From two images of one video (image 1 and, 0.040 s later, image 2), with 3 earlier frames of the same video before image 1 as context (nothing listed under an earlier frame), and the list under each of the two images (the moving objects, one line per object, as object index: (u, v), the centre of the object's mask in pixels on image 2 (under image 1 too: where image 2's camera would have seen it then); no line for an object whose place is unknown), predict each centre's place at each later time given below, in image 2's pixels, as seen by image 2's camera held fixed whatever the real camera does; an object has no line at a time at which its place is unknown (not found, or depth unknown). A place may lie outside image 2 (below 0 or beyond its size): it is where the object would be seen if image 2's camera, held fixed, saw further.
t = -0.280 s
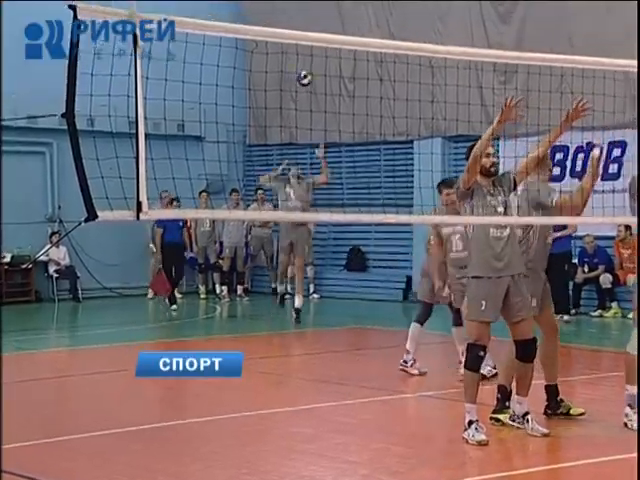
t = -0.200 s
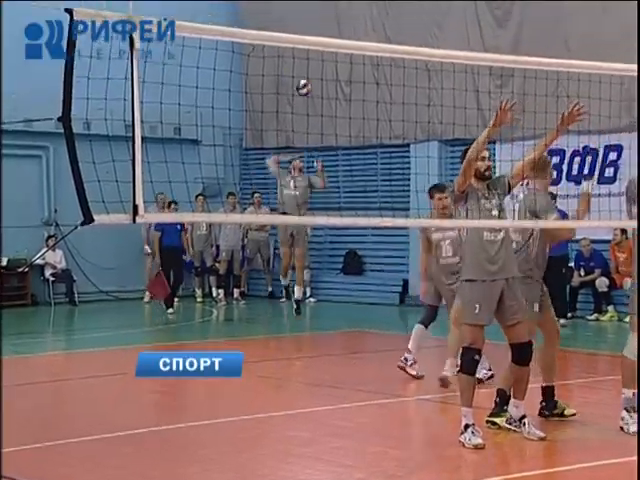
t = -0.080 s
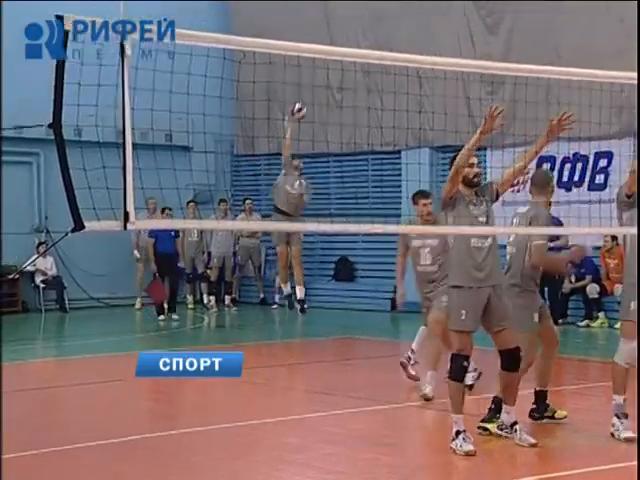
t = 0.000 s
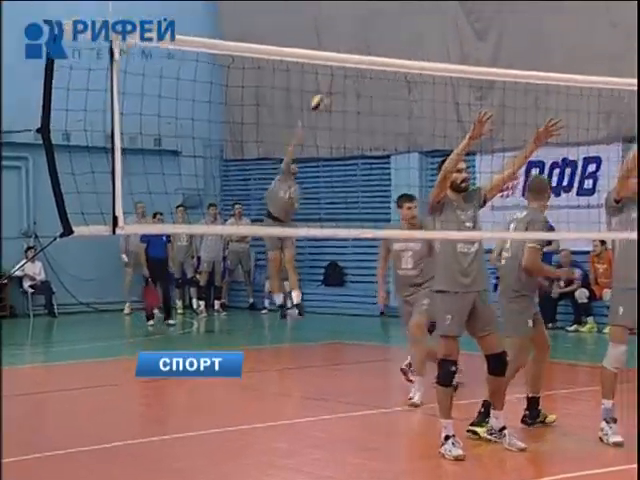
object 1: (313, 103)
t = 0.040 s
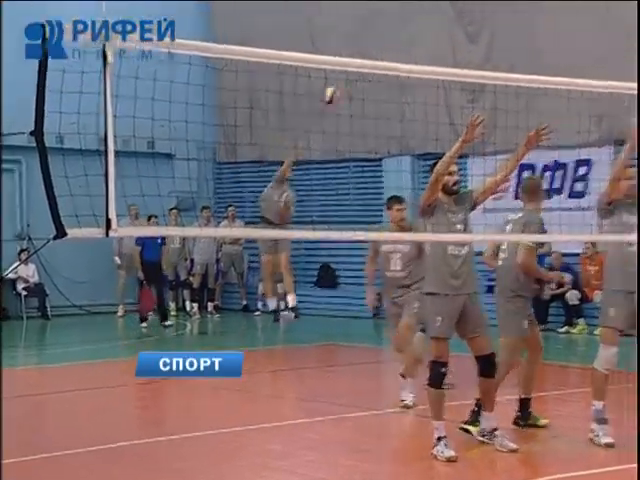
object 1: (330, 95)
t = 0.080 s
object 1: (349, 88)
